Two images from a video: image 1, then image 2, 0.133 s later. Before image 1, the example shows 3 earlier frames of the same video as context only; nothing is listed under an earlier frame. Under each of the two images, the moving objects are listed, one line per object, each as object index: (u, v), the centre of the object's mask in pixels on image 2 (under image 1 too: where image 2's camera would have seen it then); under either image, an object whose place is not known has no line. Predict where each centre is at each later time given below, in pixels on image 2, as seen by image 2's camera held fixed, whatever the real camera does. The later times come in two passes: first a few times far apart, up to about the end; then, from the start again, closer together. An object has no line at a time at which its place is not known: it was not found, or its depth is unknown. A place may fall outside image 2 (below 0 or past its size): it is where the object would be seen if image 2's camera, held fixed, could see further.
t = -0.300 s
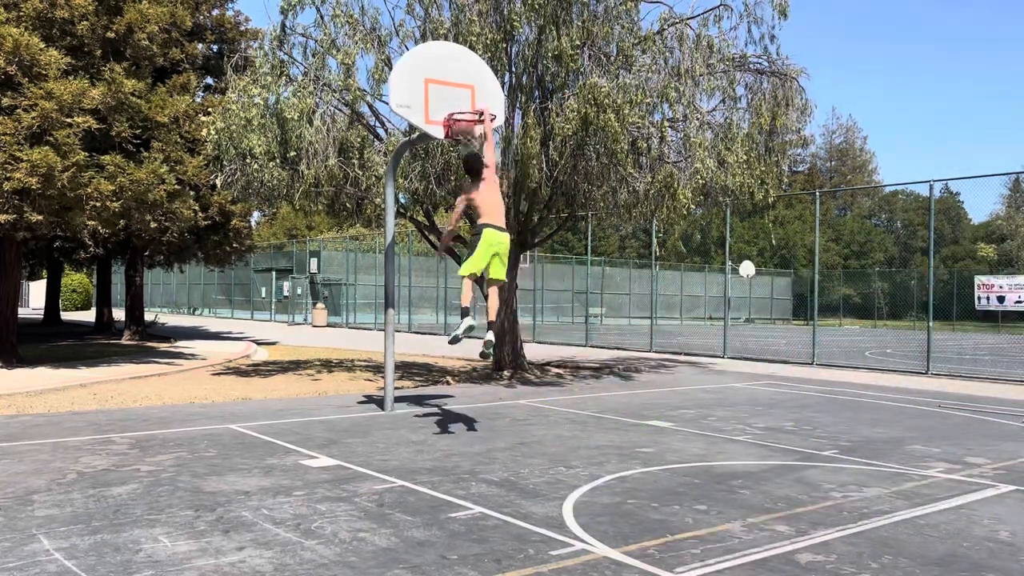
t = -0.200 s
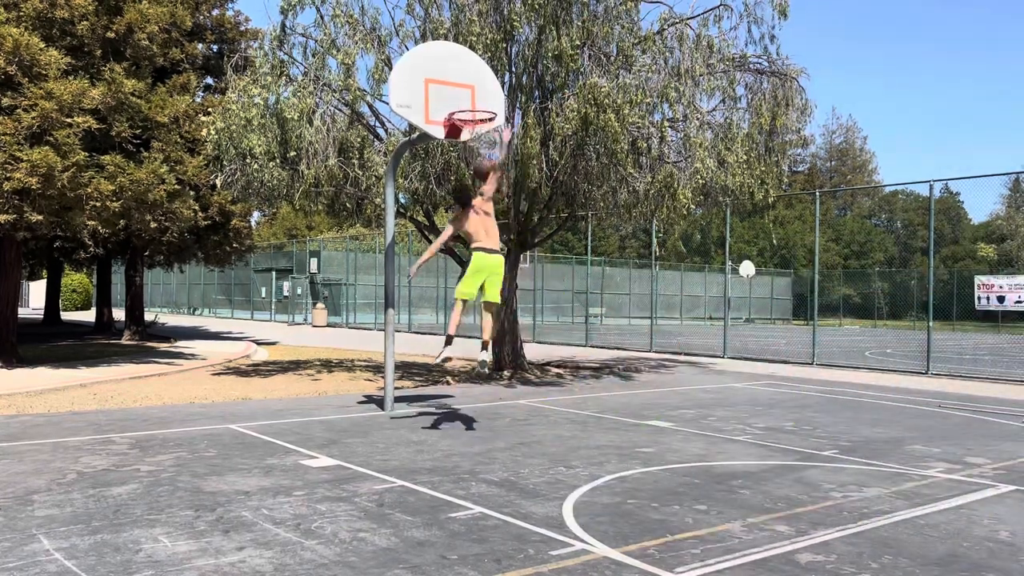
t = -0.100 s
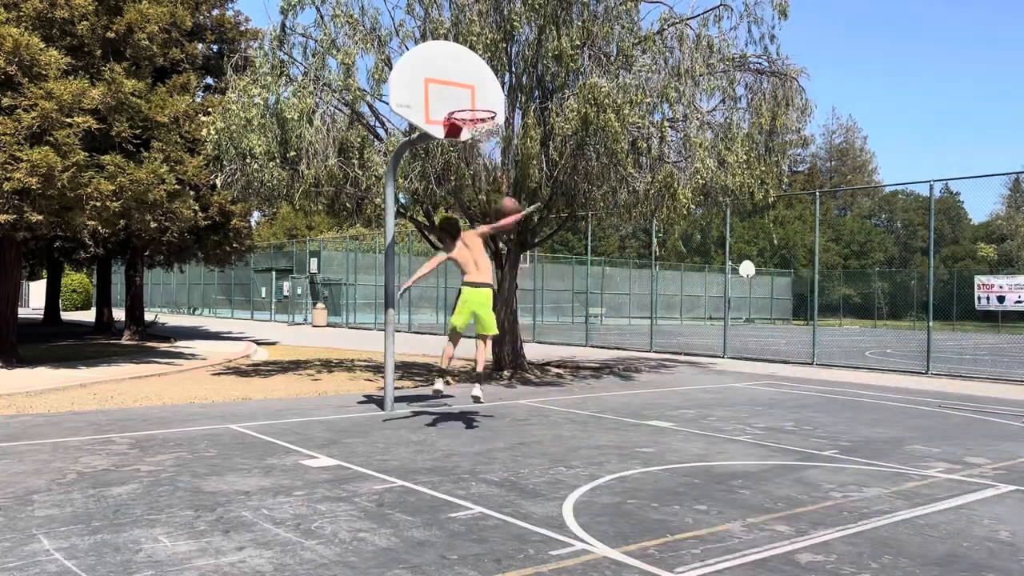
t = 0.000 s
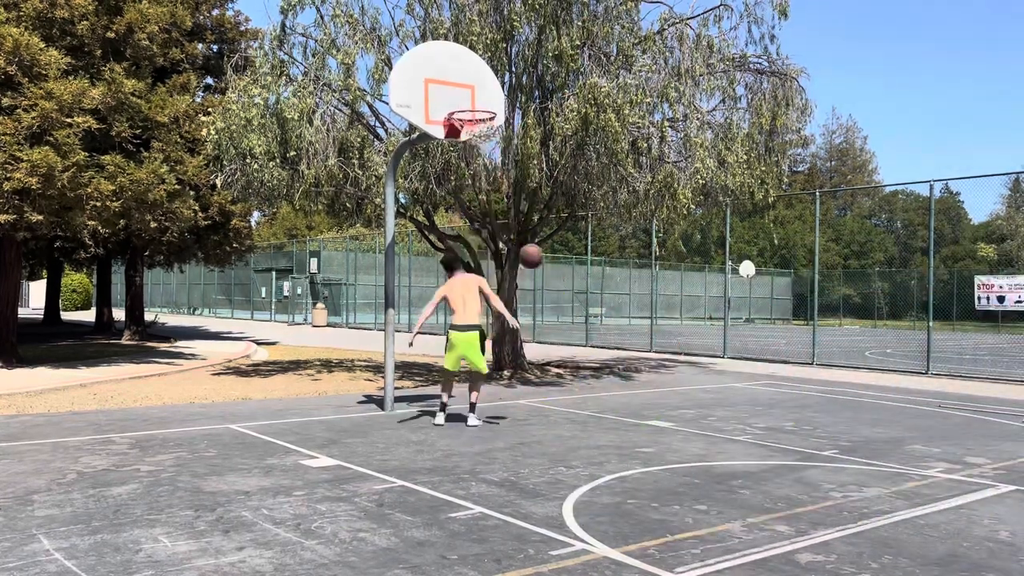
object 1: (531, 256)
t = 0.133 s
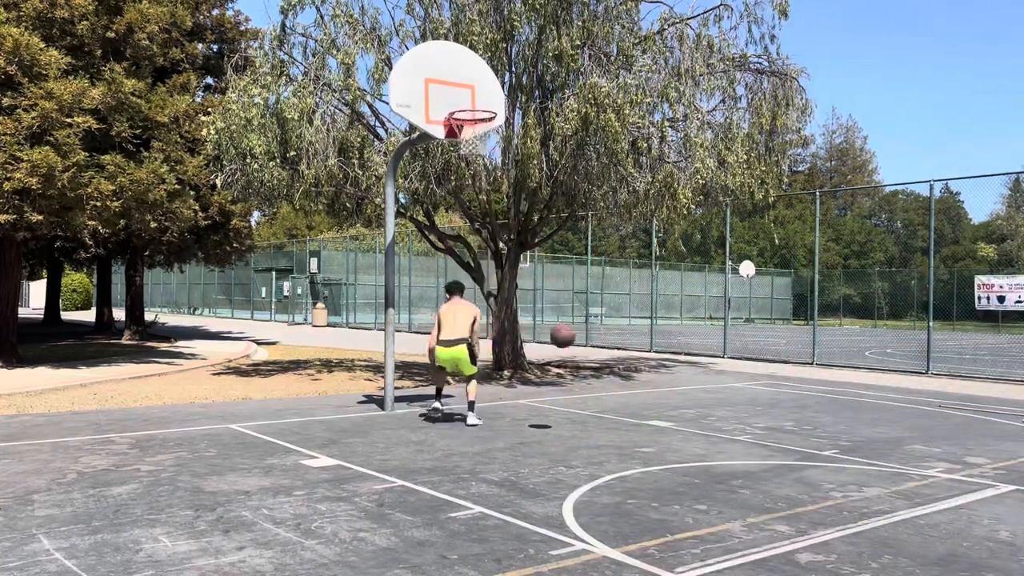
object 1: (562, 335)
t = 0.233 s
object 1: (586, 409)
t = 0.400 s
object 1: (633, 354)
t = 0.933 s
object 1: (821, 238)
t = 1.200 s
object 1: (935, 313)
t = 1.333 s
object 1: (998, 395)
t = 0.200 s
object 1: (578, 382)
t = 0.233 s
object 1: (586, 409)
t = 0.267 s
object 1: (594, 426)
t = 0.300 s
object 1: (604, 407)
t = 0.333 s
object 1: (613, 388)
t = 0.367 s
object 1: (624, 371)
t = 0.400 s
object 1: (633, 354)
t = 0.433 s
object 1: (643, 339)
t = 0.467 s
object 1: (654, 324)
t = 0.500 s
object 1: (665, 311)
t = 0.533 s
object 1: (675, 298)
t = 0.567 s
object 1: (687, 286)
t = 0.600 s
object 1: (698, 275)
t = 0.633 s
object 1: (710, 266)
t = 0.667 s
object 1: (721, 258)
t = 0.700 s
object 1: (733, 250)
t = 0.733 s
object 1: (745, 244)
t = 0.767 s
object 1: (757, 240)
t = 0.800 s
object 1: (769, 236)
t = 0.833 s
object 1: (782, 234)
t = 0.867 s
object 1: (795, 234)
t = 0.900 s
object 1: (807, 236)
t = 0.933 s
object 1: (821, 238)
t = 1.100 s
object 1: (890, 273)
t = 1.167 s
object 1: (920, 298)
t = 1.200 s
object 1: (935, 313)
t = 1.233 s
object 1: (950, 331)
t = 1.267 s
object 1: (965, 349)
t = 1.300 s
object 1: (981, 372)
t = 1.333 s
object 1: (998, 395)
